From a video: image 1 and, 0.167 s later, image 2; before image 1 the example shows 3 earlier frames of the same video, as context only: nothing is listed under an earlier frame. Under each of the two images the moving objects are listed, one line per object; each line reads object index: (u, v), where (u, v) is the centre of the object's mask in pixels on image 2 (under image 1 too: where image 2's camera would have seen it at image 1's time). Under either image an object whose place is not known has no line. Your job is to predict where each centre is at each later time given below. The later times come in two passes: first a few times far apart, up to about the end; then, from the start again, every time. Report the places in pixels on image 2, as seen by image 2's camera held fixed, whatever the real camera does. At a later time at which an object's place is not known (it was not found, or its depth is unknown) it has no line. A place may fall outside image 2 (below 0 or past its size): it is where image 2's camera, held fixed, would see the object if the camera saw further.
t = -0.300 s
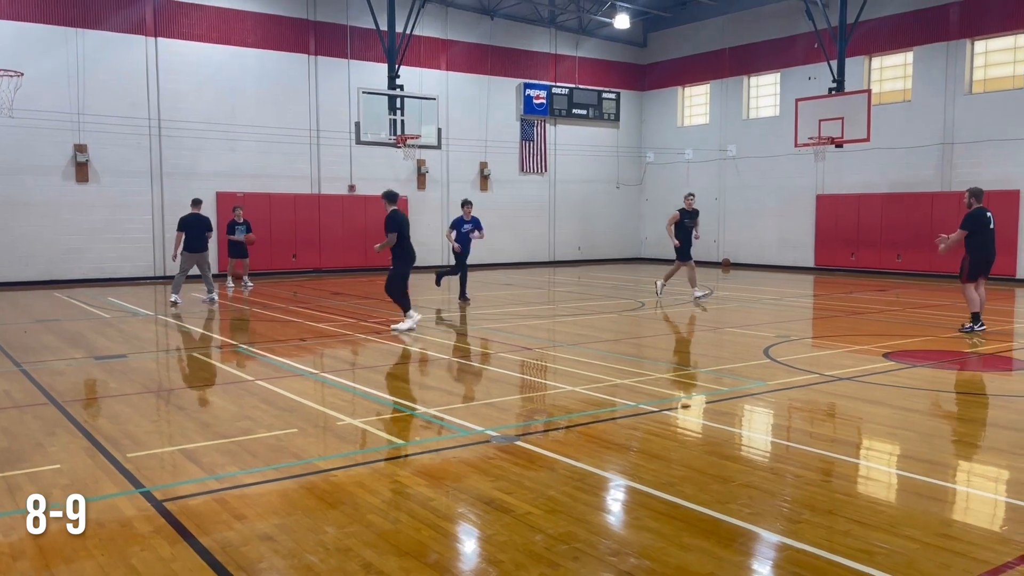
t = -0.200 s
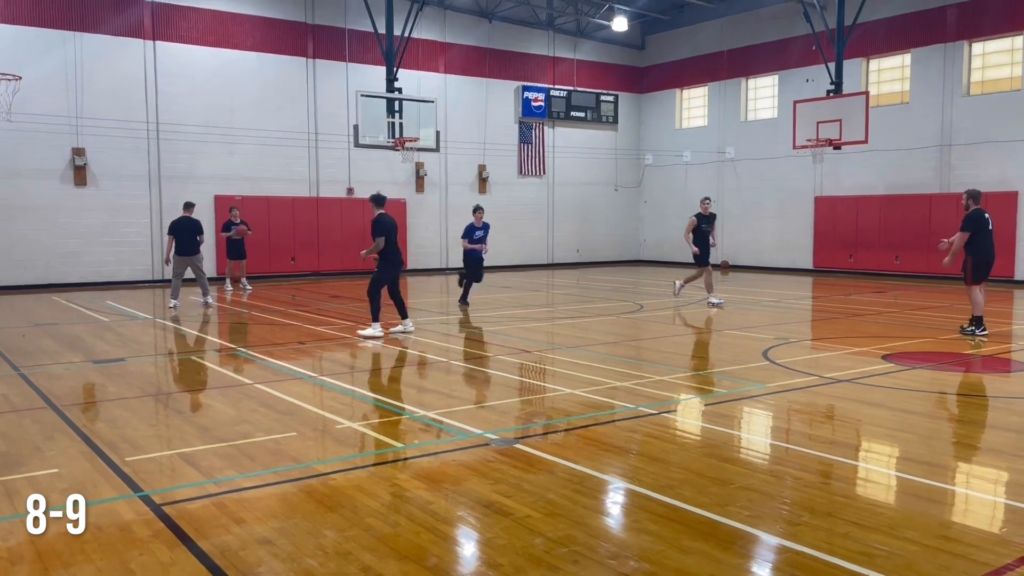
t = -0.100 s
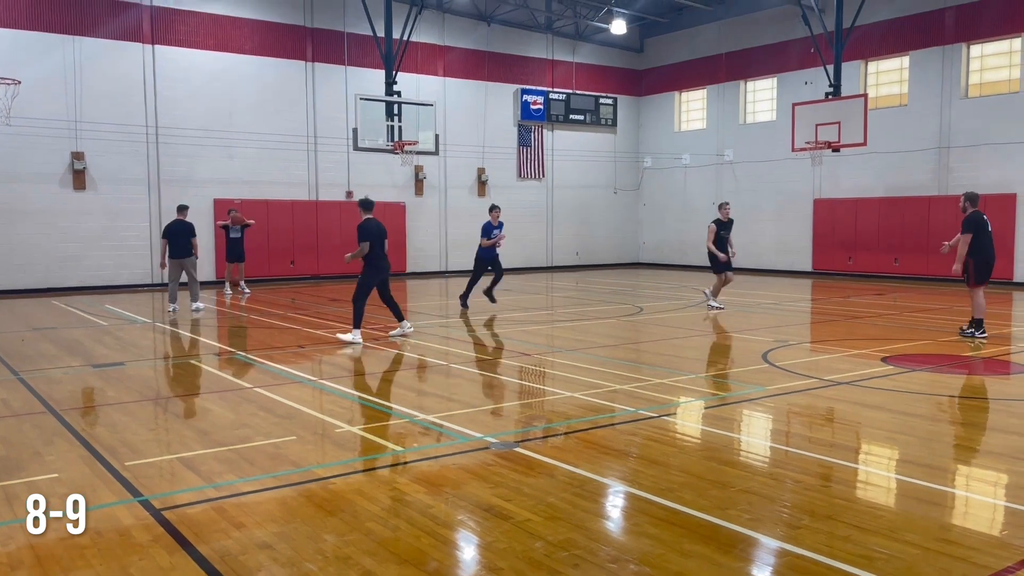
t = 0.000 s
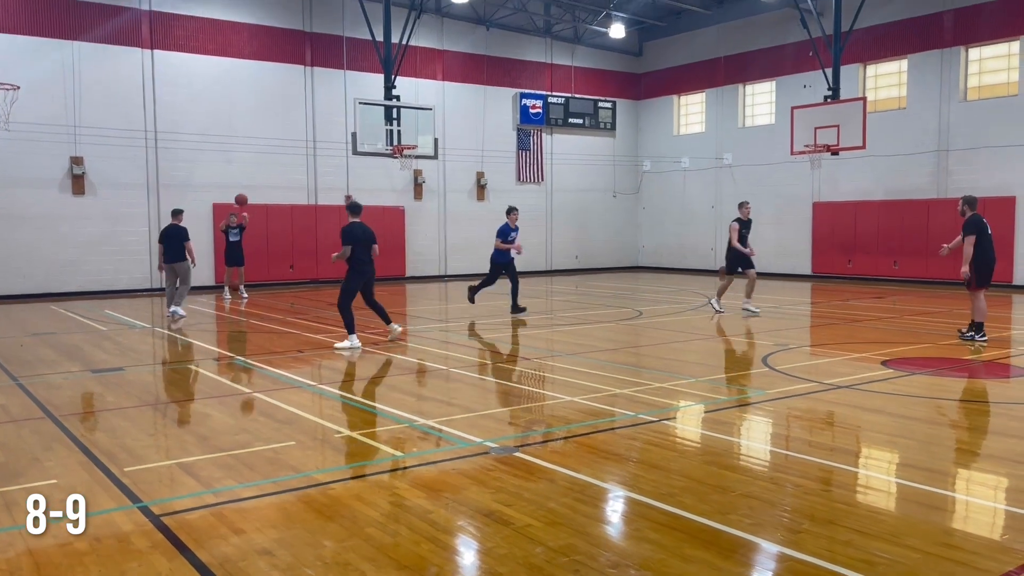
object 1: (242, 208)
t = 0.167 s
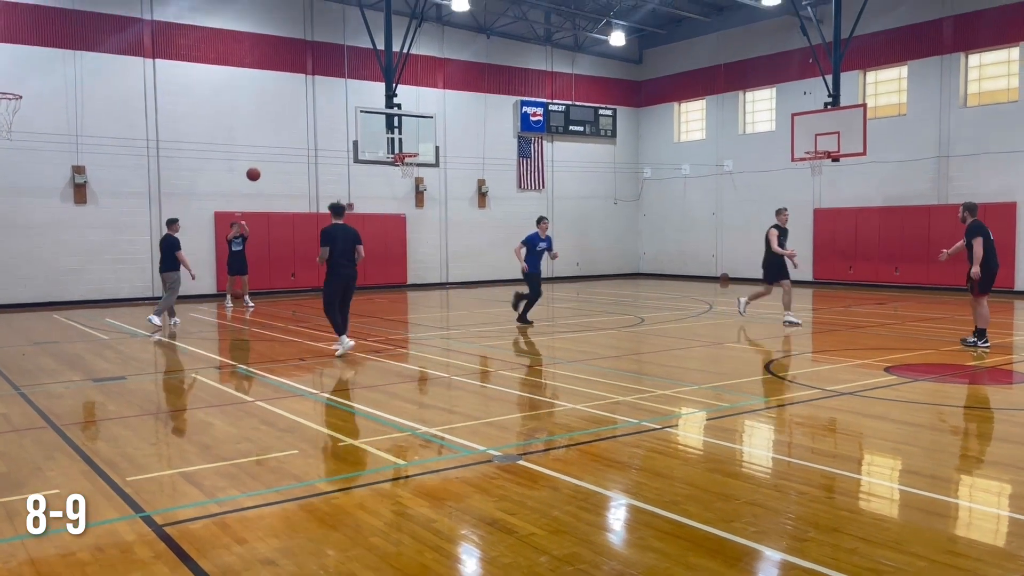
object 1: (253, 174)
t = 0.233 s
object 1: (258, 164)
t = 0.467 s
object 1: (279, 146)
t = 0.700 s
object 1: (307, 161)
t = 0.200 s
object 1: (255, 169)
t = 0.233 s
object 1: (258, 164)
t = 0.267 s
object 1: (261, 159)
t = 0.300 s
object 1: (263, 156)
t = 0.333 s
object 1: (266, 153)
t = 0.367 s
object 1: (269, 150)
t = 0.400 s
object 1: (273, 148)
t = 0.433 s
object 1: (276, 146)
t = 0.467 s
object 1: (279, 146)
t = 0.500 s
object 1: (283, 145)
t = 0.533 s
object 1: (287, 146)
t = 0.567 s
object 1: (291, 147)
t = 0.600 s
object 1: (295, 150)
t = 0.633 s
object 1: (299, 153)
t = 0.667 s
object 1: (303, 156)
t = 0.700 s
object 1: (307, 161)
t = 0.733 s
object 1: (311, 167)
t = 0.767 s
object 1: (315, 173)
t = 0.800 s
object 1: (320, 181)
